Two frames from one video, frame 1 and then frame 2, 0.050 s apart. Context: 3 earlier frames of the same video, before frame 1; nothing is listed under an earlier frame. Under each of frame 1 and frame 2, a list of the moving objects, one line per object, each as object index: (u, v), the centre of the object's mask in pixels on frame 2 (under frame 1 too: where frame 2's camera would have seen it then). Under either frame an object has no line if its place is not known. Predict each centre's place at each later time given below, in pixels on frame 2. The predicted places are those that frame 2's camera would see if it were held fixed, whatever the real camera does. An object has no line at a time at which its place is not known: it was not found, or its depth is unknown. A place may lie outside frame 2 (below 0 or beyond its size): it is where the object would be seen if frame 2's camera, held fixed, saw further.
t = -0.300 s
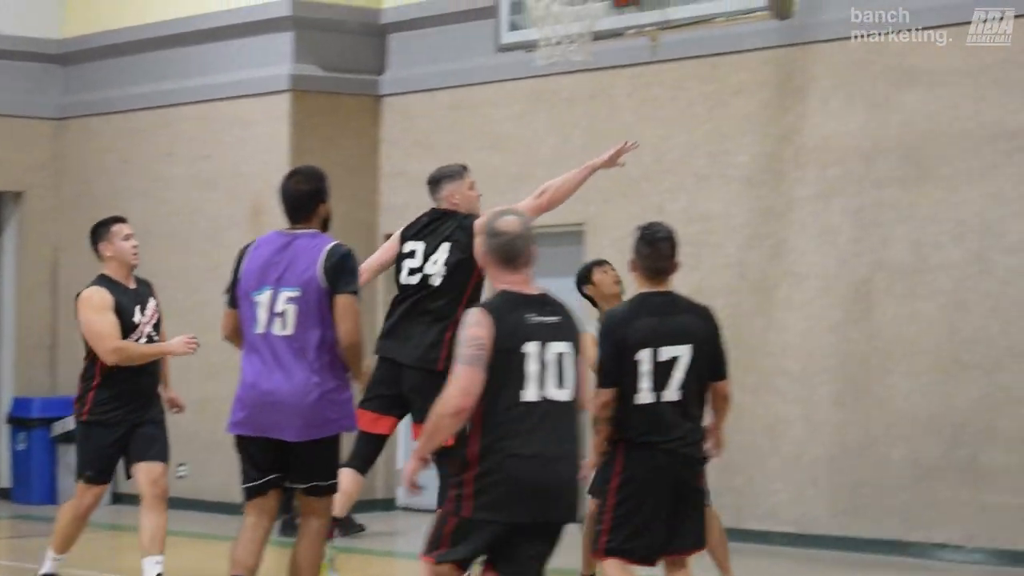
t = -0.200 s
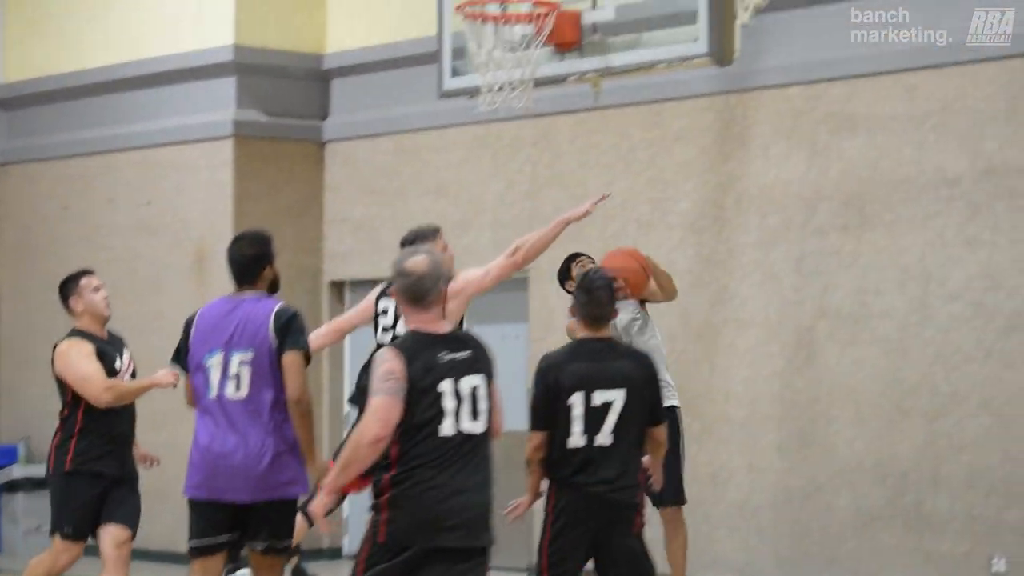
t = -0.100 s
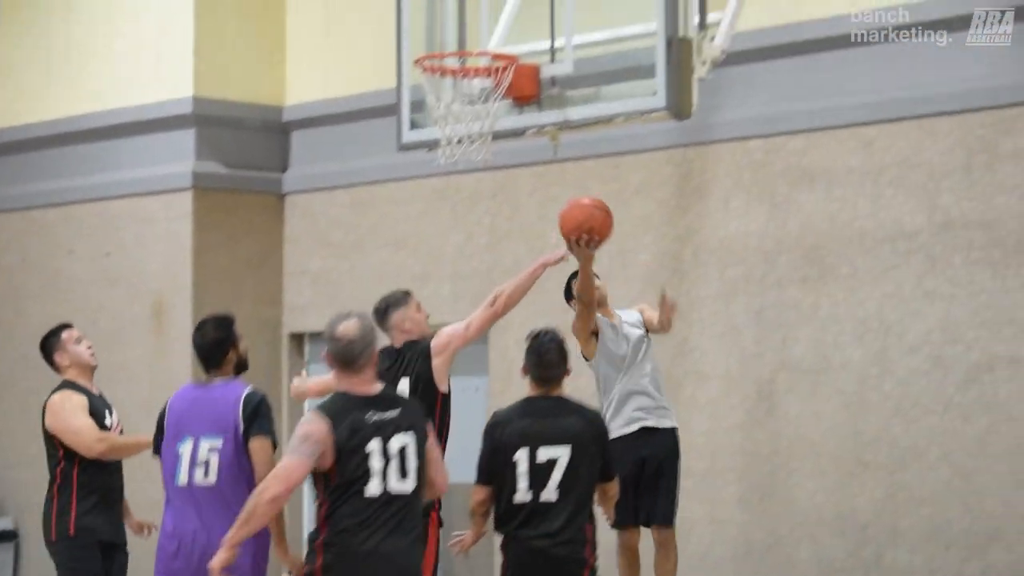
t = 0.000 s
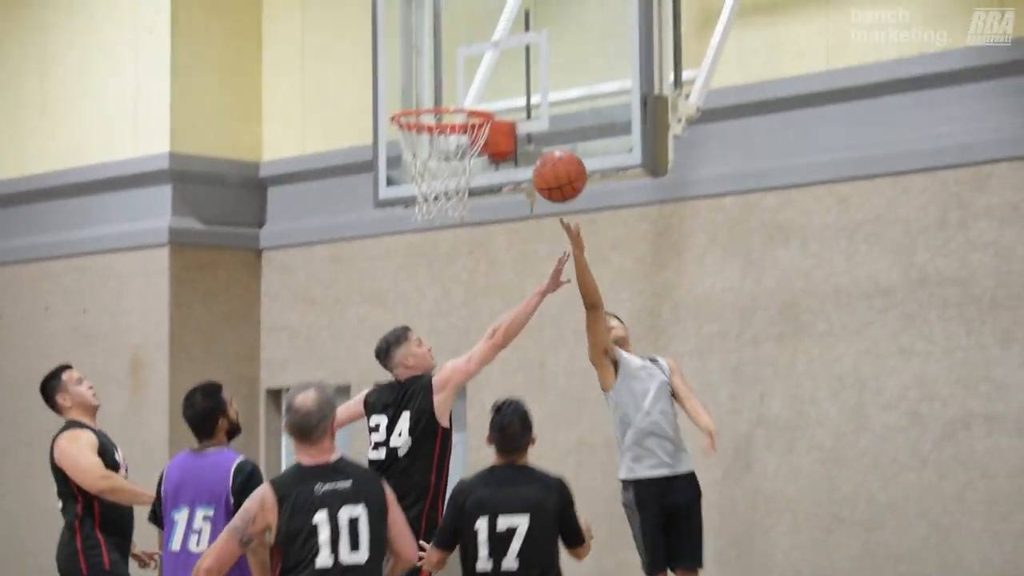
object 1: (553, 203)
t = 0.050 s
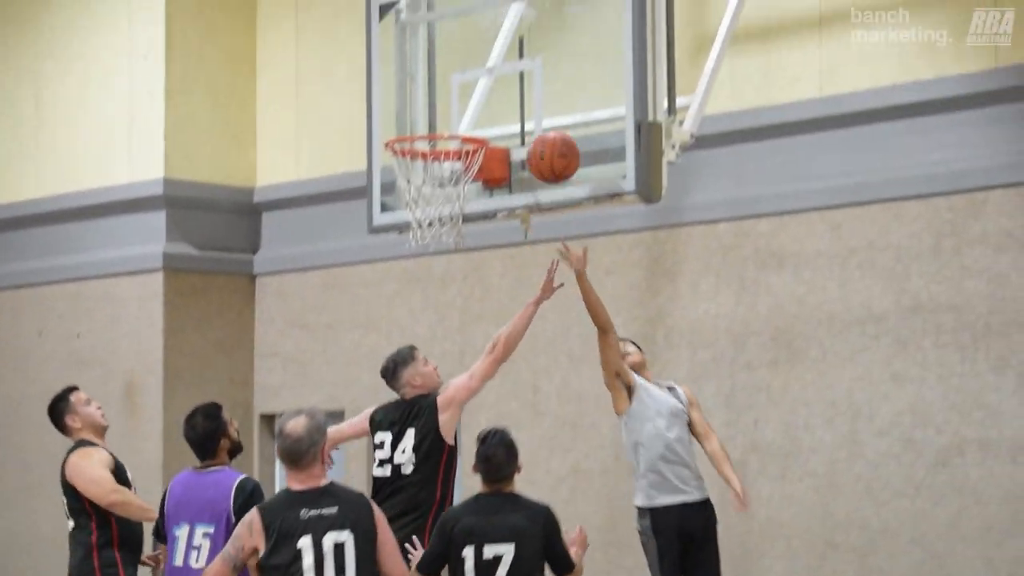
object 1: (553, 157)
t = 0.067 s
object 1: (553, 144)
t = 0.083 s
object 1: (553, 129)
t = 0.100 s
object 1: (553, 117)
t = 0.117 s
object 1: (553, 105)
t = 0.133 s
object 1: (553, 94)
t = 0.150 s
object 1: (553, 83)
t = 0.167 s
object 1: (553, 73)
